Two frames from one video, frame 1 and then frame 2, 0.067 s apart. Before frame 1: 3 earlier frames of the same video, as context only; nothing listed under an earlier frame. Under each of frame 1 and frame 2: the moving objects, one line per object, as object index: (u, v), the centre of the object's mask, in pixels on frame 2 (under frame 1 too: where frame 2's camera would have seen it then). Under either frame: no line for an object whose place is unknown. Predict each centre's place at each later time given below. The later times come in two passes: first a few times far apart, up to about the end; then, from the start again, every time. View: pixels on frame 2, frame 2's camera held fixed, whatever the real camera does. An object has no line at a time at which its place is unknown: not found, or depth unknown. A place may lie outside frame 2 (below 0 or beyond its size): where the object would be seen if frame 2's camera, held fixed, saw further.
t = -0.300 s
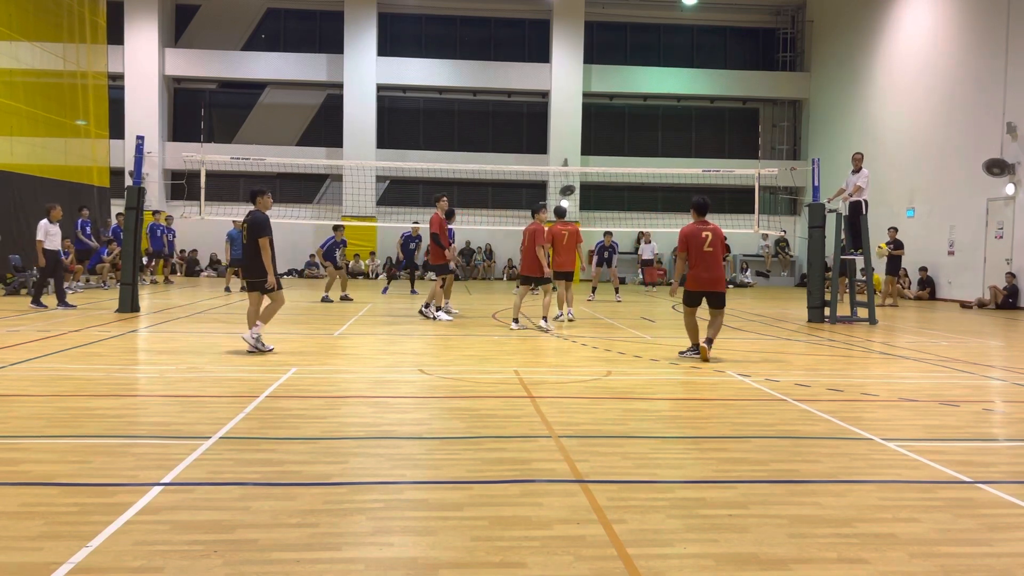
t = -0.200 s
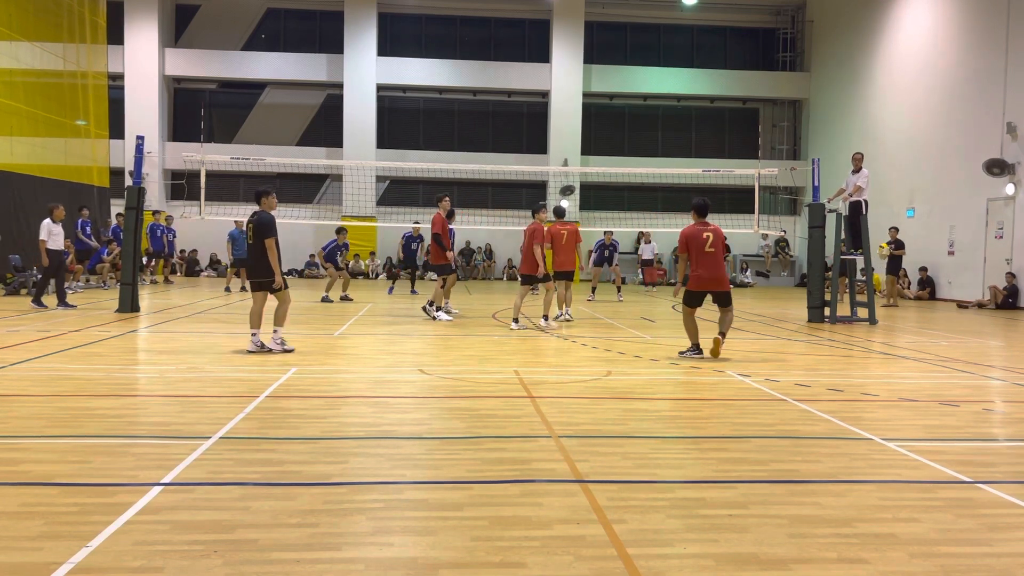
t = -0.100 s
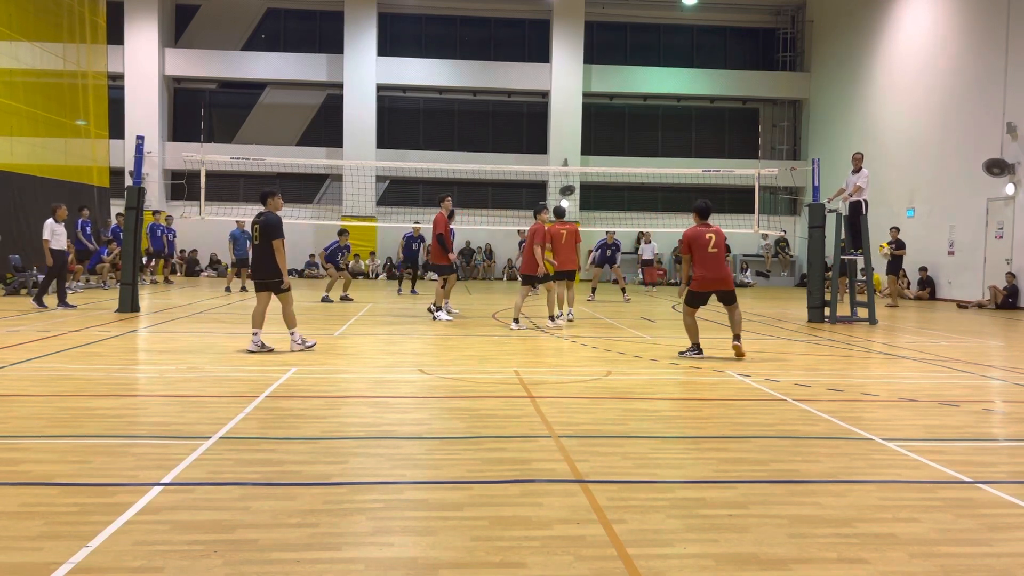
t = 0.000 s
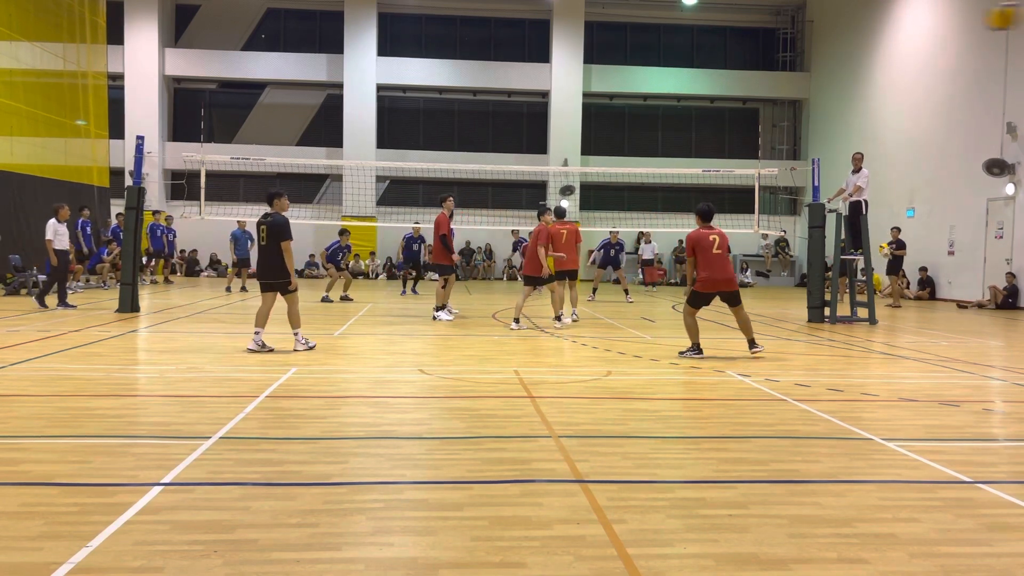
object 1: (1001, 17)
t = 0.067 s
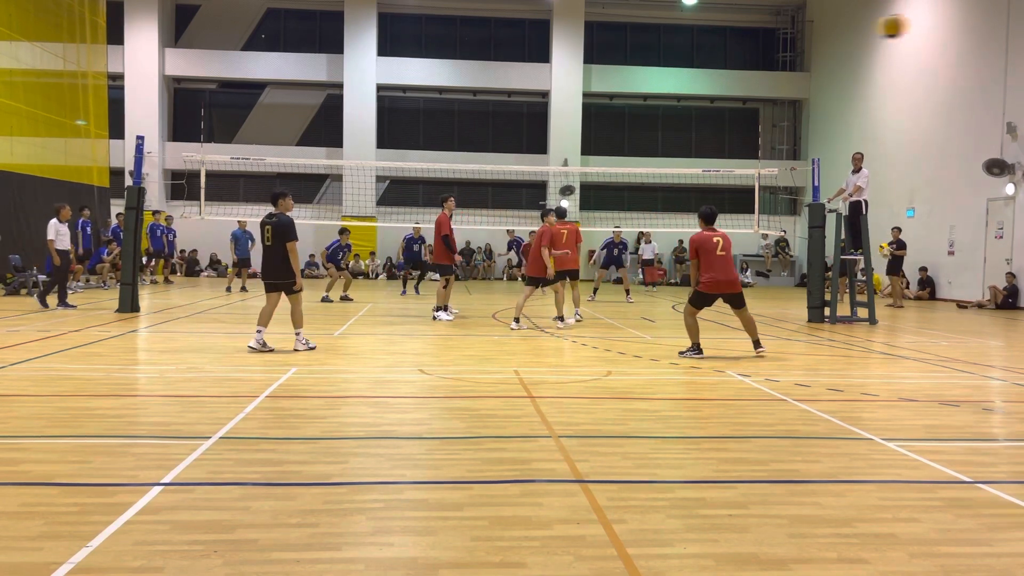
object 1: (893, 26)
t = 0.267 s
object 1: (687, 61)
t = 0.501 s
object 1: (559, 117)
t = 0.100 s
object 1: (845, 32)
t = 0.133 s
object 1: (806, 38)
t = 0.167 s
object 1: (772, 44)
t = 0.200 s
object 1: (741, 49)
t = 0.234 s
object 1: (713, 55)
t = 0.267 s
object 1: (687, 61)
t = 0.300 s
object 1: (664, 68)
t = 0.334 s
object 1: (643, 75)
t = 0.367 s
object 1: (623, 83)
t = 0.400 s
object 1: (606, 92)
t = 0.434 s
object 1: (589, 100)
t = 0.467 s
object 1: (574, 108)
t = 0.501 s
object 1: (559, 117)
